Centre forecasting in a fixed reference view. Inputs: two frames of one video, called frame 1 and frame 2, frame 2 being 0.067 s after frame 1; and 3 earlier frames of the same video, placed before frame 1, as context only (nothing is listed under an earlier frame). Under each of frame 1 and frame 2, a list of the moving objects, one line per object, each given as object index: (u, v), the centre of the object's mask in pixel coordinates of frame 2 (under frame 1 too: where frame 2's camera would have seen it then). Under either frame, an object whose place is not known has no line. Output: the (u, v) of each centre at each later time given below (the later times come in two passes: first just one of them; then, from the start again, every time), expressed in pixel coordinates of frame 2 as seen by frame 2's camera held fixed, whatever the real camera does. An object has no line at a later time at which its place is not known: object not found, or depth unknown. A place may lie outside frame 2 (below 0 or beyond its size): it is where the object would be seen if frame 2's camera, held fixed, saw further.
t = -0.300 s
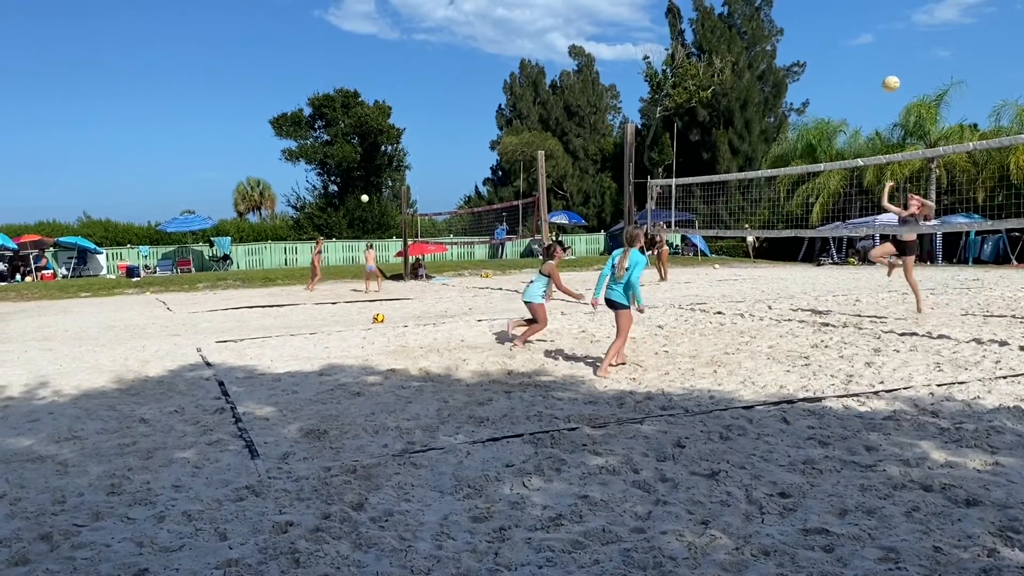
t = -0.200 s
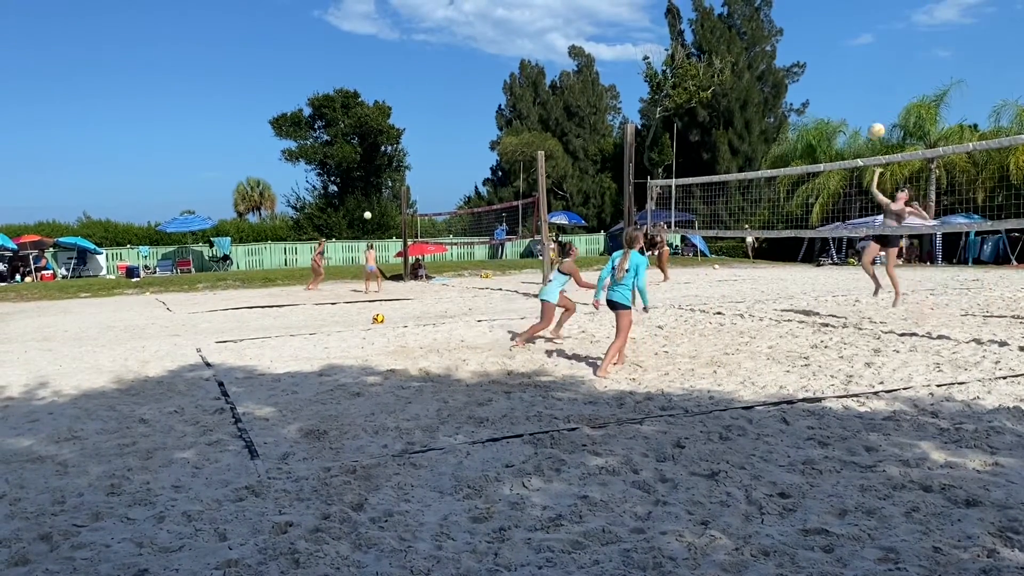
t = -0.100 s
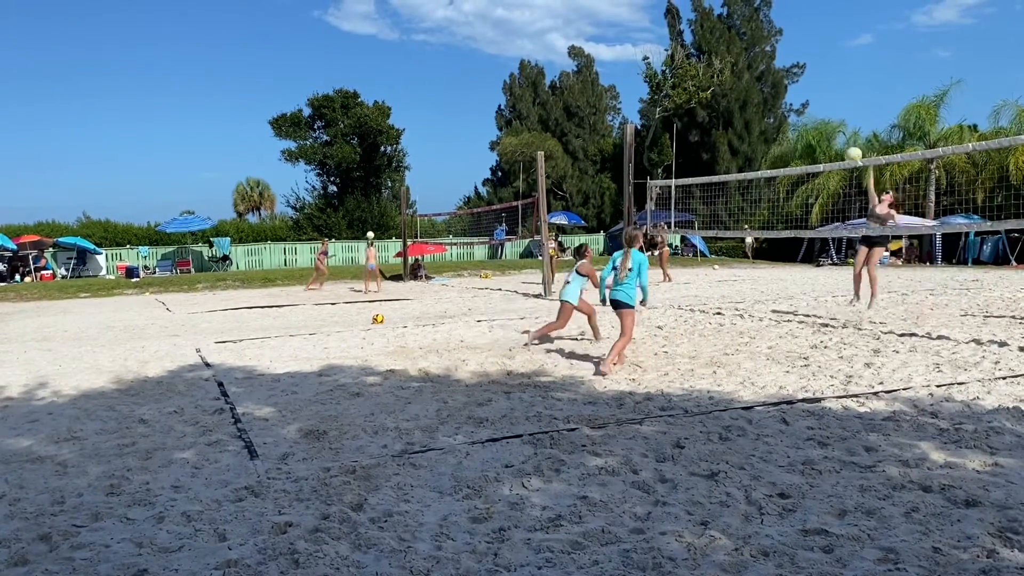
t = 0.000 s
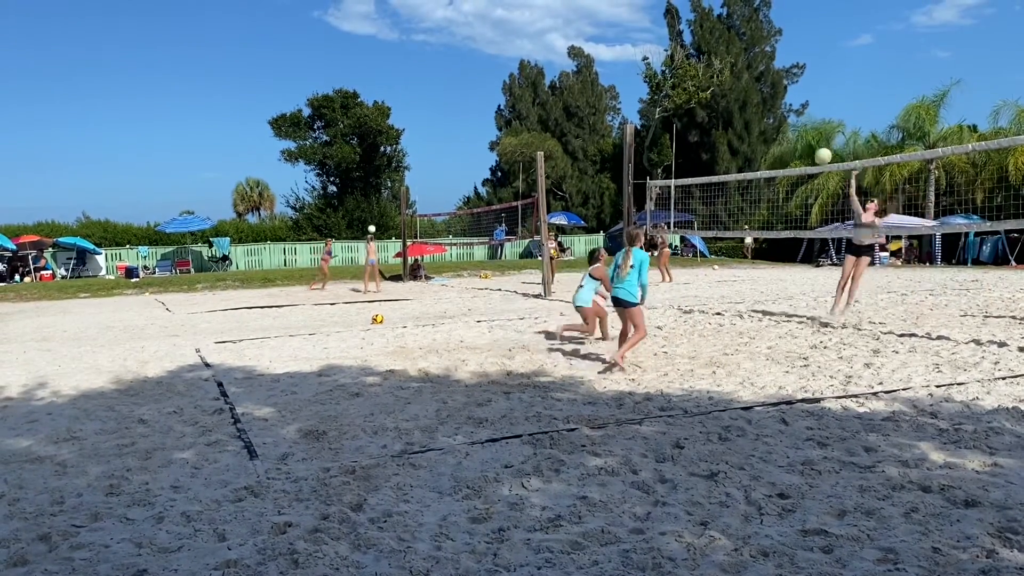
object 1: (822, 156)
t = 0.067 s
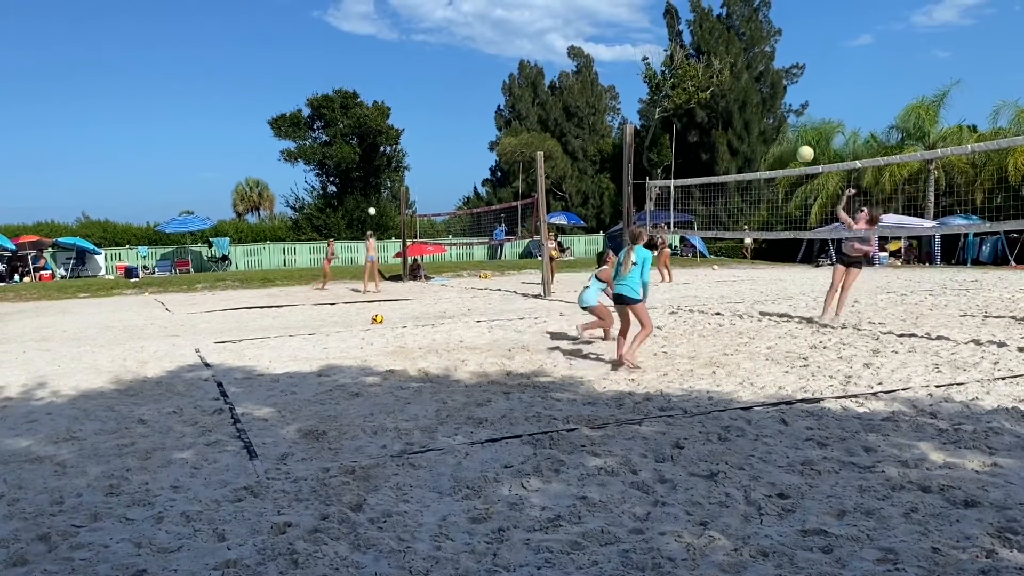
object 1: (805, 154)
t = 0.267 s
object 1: (752, 166)
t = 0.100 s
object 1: (796, 154)
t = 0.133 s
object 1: (787, 155)
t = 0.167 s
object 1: (778, 157)
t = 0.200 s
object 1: (769, 160)
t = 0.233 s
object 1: (761, 162)
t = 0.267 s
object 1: (752, 166)
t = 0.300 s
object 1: (743, 172)
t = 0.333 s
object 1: (735, 178)
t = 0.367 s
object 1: (726, 185)
